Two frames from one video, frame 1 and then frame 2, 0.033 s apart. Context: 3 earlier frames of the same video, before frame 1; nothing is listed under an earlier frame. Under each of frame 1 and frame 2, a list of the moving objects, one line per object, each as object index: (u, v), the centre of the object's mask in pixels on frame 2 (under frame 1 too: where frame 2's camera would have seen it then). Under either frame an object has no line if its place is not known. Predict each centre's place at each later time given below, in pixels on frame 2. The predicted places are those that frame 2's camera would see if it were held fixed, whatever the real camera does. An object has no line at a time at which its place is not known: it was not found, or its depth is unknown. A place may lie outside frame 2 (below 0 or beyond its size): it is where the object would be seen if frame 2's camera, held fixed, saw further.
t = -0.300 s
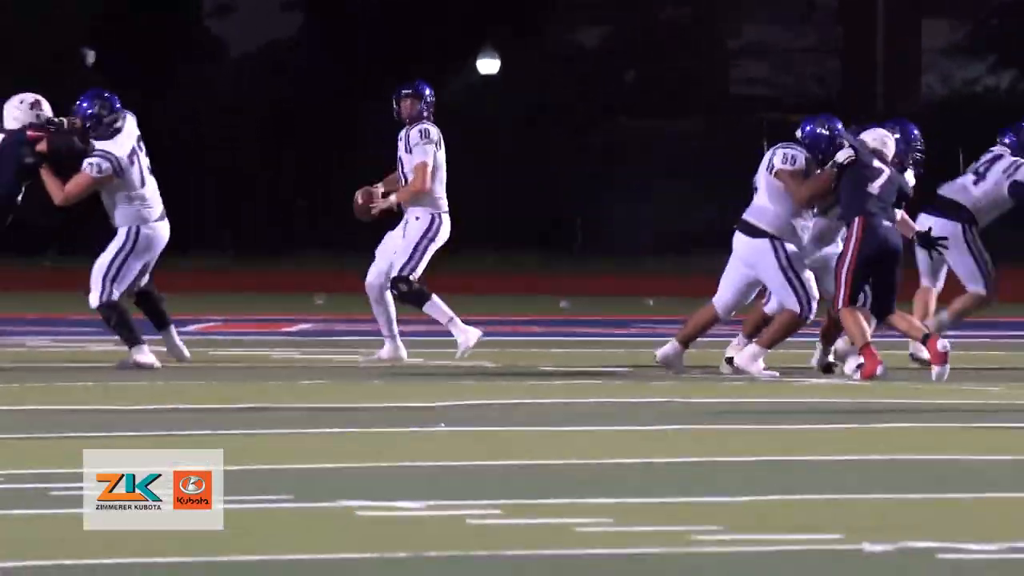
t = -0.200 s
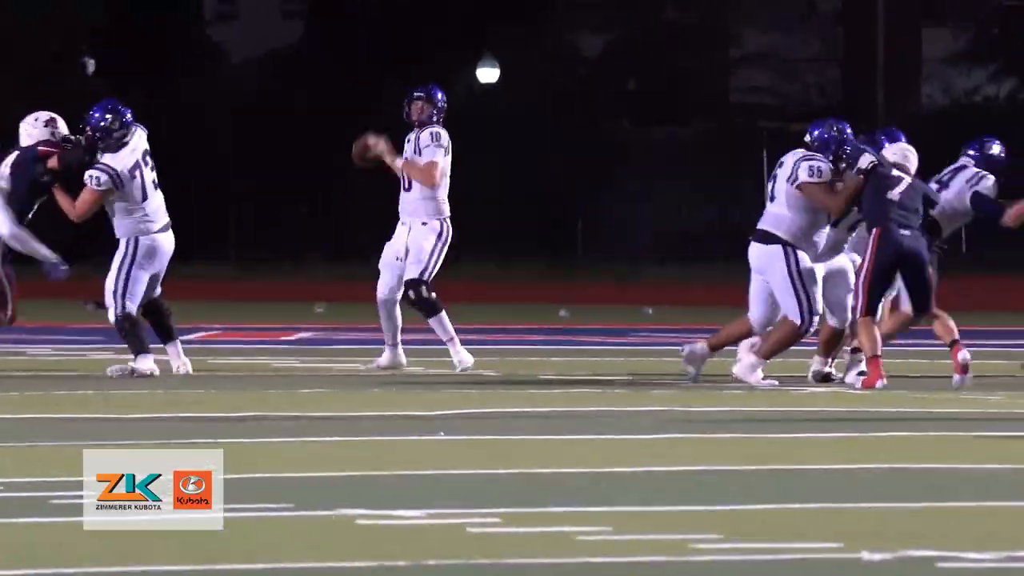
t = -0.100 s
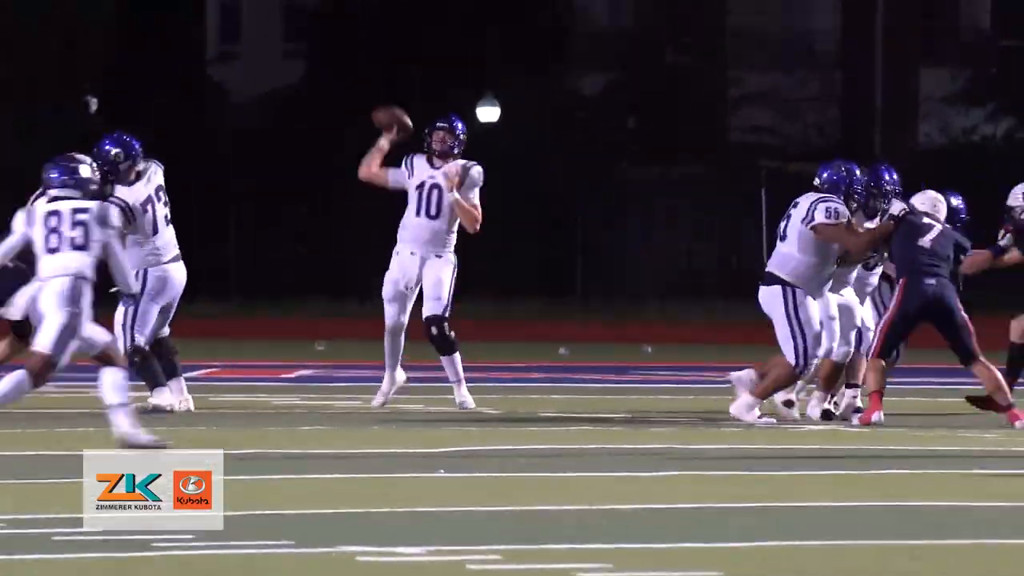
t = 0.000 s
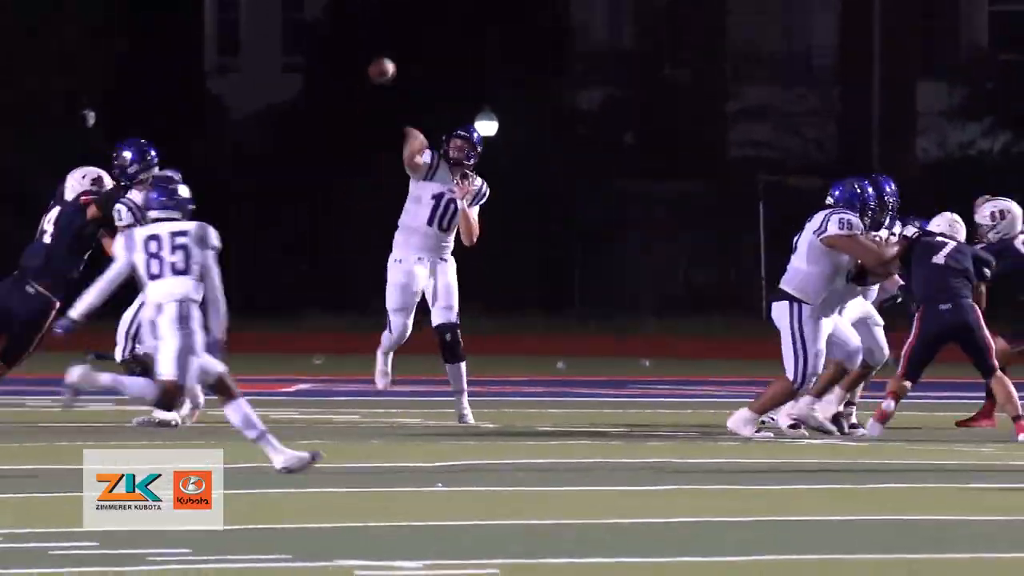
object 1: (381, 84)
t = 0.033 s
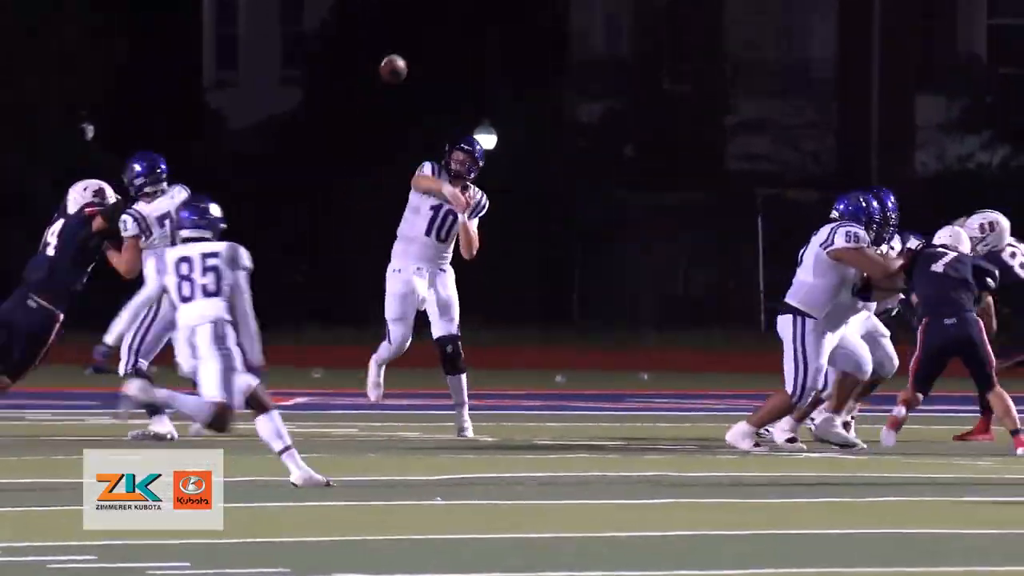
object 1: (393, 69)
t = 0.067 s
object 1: (405, 52)
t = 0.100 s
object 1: (415, 41)
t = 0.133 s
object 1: (426, 32)
